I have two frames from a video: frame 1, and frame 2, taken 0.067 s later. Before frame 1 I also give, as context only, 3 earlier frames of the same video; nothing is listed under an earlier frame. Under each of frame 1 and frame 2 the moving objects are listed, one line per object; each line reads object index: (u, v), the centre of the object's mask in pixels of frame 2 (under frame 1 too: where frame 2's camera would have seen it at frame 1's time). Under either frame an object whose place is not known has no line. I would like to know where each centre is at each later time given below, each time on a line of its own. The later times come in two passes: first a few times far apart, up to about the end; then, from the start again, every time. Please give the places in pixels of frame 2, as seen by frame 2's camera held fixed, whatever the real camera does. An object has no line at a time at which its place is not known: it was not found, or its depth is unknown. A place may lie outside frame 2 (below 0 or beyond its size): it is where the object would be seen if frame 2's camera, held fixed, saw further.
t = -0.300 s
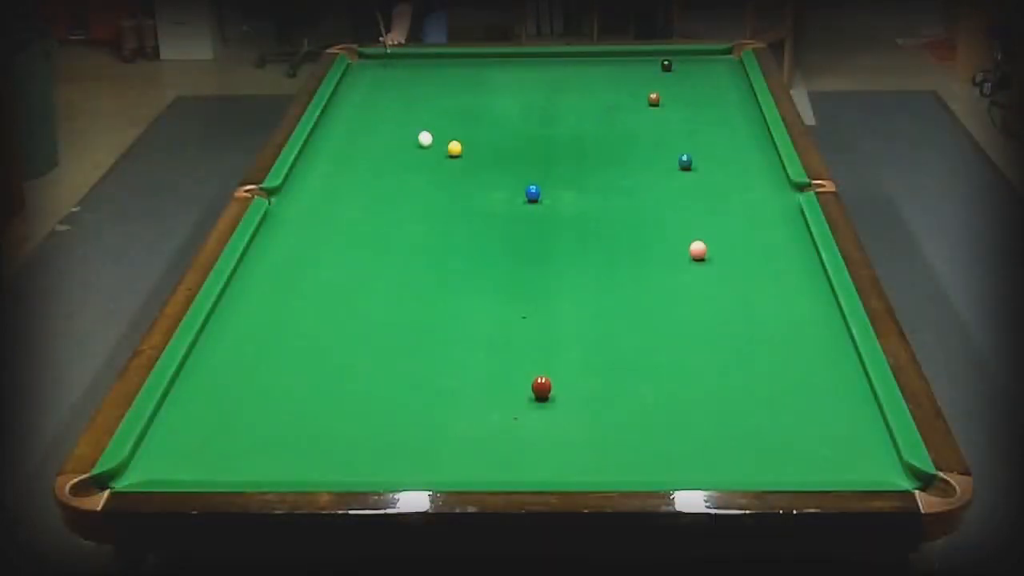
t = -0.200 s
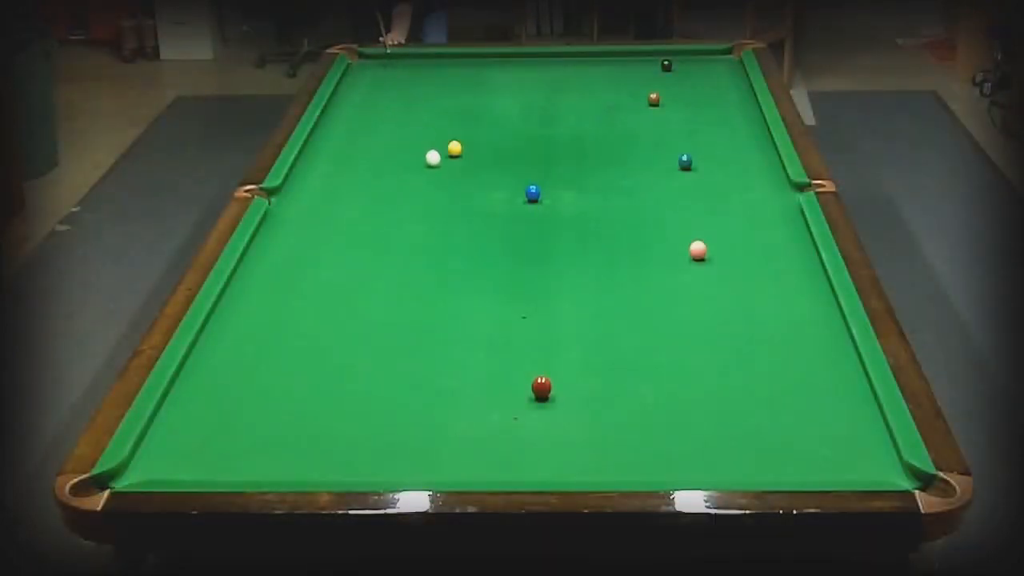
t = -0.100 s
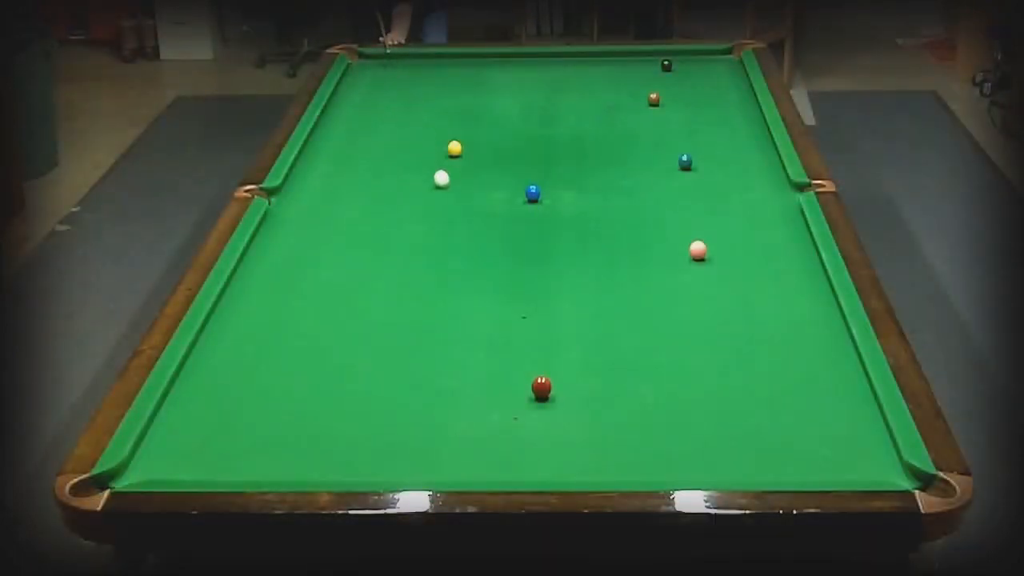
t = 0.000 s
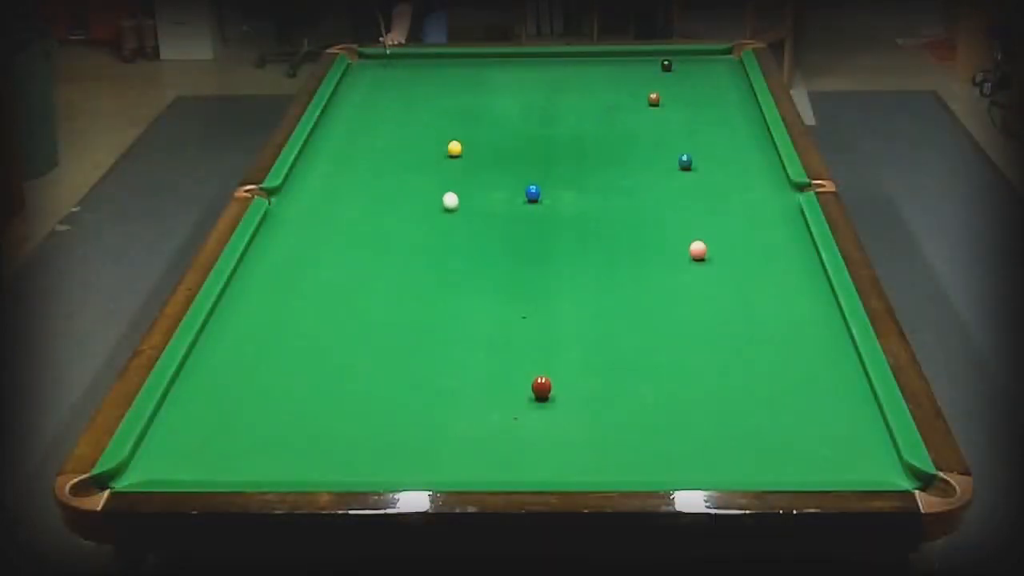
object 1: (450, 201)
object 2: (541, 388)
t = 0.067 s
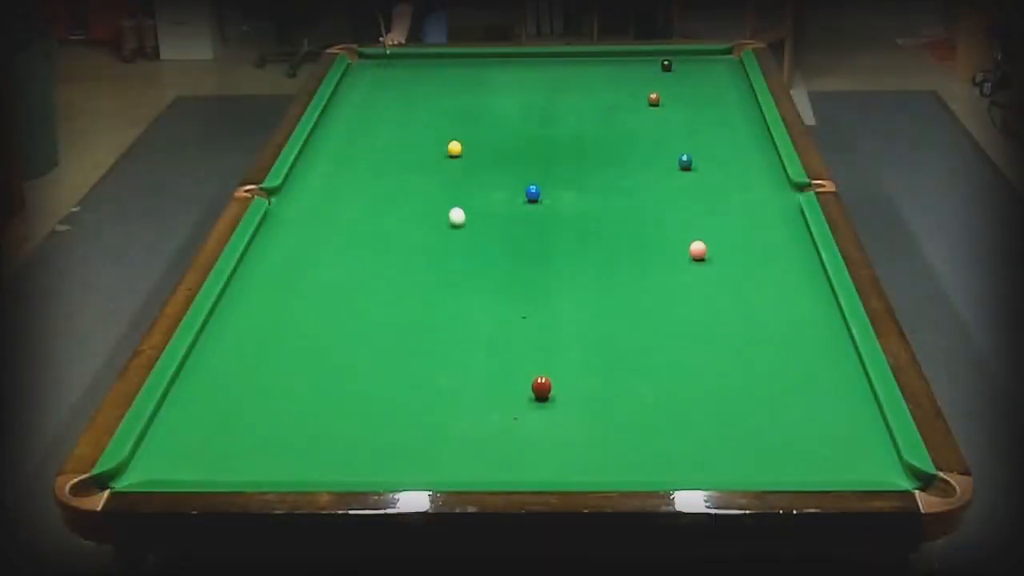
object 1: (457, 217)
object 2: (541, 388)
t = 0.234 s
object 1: (474, 260)
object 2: (541, 388)
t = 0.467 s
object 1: (503, 332)
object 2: (541, 388)
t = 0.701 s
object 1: (497, 412)
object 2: (581, 397)
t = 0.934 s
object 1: (453, 459)
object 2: (656, 417)
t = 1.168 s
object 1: (431, 402)
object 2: (730, 436)
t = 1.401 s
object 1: (412, 360)
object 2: (807, 457)
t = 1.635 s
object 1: (394, 323)
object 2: (884, 472)
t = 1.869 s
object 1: (379, 291)
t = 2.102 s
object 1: (364, 262)
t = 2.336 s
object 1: (352, 236)
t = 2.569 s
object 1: (340, 213)
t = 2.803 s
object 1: (329, 193)
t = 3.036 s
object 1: (319, 174)
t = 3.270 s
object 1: (310, 157)
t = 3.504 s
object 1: (313, 143)
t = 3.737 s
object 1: (328, 131)
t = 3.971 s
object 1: (341, 119)
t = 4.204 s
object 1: (353, 109)
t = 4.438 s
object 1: (364, 100)
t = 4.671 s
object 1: (374, 91)
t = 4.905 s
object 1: (383, 83)
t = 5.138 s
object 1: (392, 76)
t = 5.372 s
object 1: (400, 69)
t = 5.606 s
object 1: (407, 63)
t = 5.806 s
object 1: (413, 58)
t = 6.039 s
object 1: (418, 55)
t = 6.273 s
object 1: (419, 58)
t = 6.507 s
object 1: (420, 62)
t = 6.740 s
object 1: (421, 64)
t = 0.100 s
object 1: (460, 225)
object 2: (541, 388)
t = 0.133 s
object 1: (463, 233)
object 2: (541, 388)
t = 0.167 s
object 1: (467, 242)
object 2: (541, 388)
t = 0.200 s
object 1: (470, 251)
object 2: (541, 388)
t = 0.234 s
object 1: (474, 260)
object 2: (541, 388)
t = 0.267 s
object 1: (478, 269)
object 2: (541, 387)
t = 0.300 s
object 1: (482, 279)
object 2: (541, 387)
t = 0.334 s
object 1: (486, 289)
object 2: (541, 388)
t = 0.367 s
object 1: (490, 299)
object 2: (541, 388)
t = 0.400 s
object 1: (494, 310)
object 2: (541, 388)
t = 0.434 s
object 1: (499, 320)
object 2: (541, 388)
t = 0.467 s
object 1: (503, 332)
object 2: (541, 388)
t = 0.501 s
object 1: (508, 344)
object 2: (541, 388)
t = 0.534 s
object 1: (513, 356)
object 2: (541, 388)
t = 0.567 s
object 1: (518, 368)
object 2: (541, 388)
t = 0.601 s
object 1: (522, 381)
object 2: (542, 387)
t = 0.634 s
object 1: (514, 392)
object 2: (555, 391)
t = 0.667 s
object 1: (505, 402)
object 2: (568, 394)
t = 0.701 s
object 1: (497, 412)
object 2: (581, 397)
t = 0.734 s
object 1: (489, 423)
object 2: (593, 401)
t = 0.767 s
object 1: (482, 435)
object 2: (604, 403)
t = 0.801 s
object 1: (475, 446)
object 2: (614, 406)
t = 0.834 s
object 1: (468, 458)
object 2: (624, 409)
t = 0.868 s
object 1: (461, 468)
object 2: (635, 411)
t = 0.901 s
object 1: (456, 467)
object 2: (646, 414)
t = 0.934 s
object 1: (453, 459)
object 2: (656, 417)
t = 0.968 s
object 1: (450, 449)
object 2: (666, 420)
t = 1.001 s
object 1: (447, 440)
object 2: (677, 423)
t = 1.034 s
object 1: (444, 432)
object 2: (688, 426)
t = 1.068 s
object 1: (441, 423)
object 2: (698, 429)
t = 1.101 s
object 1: (438, 416)
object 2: (709, 432)
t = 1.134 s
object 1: (435, 409)
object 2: (720, 434)
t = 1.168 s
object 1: (431, 402)
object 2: (730, 436)
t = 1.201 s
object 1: (428, 396)
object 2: (741, 439)
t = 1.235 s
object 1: (426, 390)
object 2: (752, 442)
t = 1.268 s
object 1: (423, 383)
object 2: (763, 445)
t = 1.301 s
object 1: (420, 377)
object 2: (774, 448)
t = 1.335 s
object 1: (417, 372)
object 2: (784, 451)
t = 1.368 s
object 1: (414, 366)
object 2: (795, 454)
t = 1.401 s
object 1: (412, 360)
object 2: (807, 457)
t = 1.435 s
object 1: (409, 355)
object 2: (818, 459)
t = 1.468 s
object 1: (407, 349)
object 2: (829, 462)
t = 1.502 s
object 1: (404, 344)
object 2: (840, 464)
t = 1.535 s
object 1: (401, 338)
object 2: (850, 466)
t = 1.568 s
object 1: (399, 333)
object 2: (861, 468)
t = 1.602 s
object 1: (397, 328)
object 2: (872, 470)
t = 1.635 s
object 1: (394, 323)
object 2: (884, 472)
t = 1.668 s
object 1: (392, 318)
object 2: (896, 475)
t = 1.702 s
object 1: (390, 313)
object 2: (907, 479)
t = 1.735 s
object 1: (387, 309)
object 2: (918, 485)
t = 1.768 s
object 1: (385, 304)
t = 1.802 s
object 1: (383, 299)
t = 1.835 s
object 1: (381, 295)
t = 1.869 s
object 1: (379, 291)
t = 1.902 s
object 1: (377, 286)
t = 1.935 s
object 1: (375, 282)
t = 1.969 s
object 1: (372, 278)
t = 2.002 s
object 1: (370, 274)
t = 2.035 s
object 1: (368, 270)
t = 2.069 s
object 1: (366, 266)
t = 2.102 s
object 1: (364, 262)
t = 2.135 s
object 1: (362, 258)
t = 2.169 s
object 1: (361, 254)
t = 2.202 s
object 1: (359, 250)
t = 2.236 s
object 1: (357, 247)
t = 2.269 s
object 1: (355, 243)
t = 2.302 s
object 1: (353, 239)
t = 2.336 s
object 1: (352, 236)
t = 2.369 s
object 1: (349, 233)
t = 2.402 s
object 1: (348, 229)
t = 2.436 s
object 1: (346, 226)
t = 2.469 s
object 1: (345, 223)
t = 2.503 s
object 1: (343, 219)
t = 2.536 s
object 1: (341, 216)
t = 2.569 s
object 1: (340, 213)
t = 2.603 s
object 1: (338, 210)
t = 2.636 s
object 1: (337, 207)
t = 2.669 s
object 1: (335, 204)
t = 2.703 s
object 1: (334, 201)
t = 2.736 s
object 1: (332, 198)
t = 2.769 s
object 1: (330, 195)
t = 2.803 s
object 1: (329, 193)
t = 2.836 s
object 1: (328, 190)
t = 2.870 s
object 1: (326, 187)
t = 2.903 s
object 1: (325, 184)
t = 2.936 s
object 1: (323, 182)
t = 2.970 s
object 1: (322, 179)
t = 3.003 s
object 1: (321, 177)
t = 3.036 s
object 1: (319, 174)
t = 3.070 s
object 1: (318, 172)
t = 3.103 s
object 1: (317, 169)
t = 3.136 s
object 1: (316, 167)
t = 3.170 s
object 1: (314, 164)
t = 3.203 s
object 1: (313, 162)
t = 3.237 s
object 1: (312, 160)
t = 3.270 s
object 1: (310, 157)
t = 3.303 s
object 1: (309, 155)
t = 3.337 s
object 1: (308, 153)
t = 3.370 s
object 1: (307, 151)
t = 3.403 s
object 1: (307, 149)
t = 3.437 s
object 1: (309, 147)
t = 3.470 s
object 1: (311, 145)
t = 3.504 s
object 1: (313, 143)
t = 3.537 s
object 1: (316, 141)
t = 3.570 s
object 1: (318, 139)
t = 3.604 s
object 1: (320, 138)
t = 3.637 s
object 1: (322, 136)
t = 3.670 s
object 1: (324, 134)
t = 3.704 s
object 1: (326, 132)
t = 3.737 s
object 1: (328, 131)
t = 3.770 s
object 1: (330, 129)
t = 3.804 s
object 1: (332, 127)
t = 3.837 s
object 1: (334, 126)
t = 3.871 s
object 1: (336, 124)
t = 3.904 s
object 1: (337, 123)
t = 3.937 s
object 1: (339, 121)
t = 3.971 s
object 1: (341, 119)
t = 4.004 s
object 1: (343, 118)
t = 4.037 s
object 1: (345, 117)
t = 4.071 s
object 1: (346, 115)
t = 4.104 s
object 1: (348, 114)
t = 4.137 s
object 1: (350, 112)
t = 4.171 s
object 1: (351, 111)
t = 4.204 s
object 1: (353, 109)
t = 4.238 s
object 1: (355, 108)
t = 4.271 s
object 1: (356, 106)
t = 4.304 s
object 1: (358, 105)
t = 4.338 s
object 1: (360, 104)
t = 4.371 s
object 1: (361, 102)
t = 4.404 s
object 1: (363, 101)
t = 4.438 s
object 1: (364, 100)
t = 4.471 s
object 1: (366, 99)
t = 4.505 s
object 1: (367, 97)
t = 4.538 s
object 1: (369, 96)
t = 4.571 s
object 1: (370, 95)
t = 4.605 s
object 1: (371, 93)
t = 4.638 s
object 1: (373, 93)
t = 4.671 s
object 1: (374, 91)
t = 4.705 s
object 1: (375, 90)
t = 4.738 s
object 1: (377, 89)
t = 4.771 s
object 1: (378, 88)
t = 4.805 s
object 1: (379, 87)
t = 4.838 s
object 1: (381, 86)
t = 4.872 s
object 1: (382, 85)
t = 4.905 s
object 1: (383, 83)
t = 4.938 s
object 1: (385, 82)
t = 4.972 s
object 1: (386, 81)
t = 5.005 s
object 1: (387, 80)
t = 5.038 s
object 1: (388, 79)
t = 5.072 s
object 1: (390, 78)
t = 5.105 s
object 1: (391, 77)
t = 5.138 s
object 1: (392, 76)
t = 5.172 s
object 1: (393, 75)
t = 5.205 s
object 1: (394, 74)
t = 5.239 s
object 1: (395, 73)
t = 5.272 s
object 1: (396, 72)
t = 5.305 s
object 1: (398, 71)
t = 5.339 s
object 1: (399, 70)
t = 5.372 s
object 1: (400, 69)
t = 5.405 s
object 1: (401, 68)
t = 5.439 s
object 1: (402, 67)
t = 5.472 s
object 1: (403, 66)
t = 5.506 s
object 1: (404, 66)
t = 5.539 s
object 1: (405, 65)
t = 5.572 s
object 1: (406, 64)
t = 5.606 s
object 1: (407, 63)
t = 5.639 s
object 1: (408, 62)
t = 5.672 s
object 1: (409, 62)
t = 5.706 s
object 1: (410, 61)
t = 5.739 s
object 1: (411, 60)
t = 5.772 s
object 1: (412, 59)
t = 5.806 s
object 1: (413, 58)
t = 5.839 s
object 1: (414, 57)
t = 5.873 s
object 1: (415, 57)
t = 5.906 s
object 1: (416, 56)
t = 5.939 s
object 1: (417, 55)
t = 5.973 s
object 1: (417, 55)
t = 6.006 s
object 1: (418, 55)
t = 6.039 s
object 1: (418, 55)
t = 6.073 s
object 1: (418, 56)
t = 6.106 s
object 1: (418, 56)
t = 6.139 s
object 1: (418, 57)
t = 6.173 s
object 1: (418, 57)
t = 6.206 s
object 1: (419, 57)
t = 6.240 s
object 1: (419, 58)
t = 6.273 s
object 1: (419, 58)
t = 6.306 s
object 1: (419, 59)
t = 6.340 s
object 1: (419, 60)
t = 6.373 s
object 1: (419, 60)
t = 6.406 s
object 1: (420, 61)
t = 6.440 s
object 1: (420, 61)
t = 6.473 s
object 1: (420, 61)
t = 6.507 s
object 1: (420, 62)
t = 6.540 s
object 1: (420, 62)
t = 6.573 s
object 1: (421, 62)
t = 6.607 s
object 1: (421, 63)
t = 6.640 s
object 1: (421, 63)
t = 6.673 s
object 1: (421, 64)
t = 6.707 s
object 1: (421, 64)
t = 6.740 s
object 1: (421, 64)
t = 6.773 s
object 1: (422, 64)
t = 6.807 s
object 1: (422, 65)
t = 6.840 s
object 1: (422, 65)
